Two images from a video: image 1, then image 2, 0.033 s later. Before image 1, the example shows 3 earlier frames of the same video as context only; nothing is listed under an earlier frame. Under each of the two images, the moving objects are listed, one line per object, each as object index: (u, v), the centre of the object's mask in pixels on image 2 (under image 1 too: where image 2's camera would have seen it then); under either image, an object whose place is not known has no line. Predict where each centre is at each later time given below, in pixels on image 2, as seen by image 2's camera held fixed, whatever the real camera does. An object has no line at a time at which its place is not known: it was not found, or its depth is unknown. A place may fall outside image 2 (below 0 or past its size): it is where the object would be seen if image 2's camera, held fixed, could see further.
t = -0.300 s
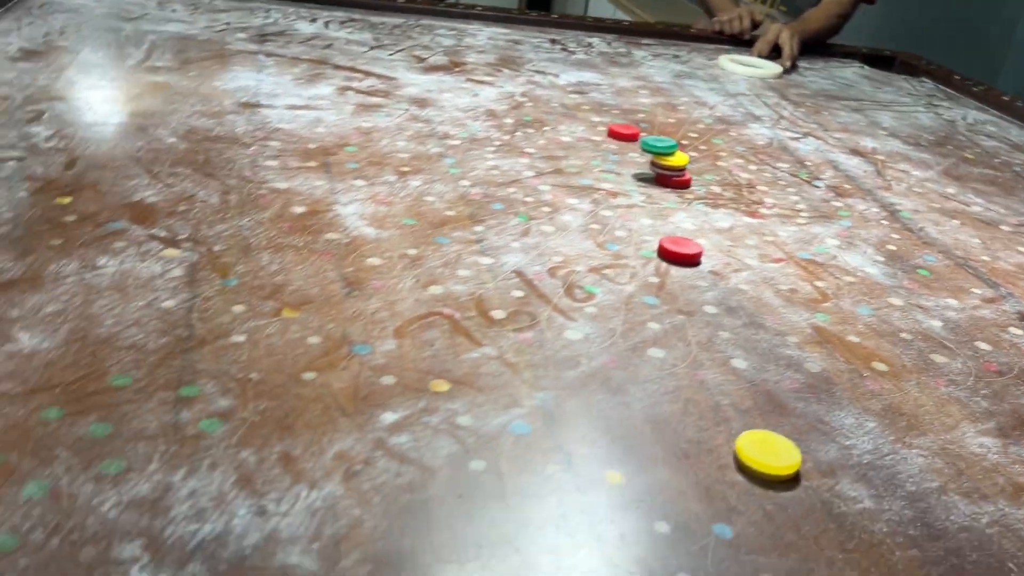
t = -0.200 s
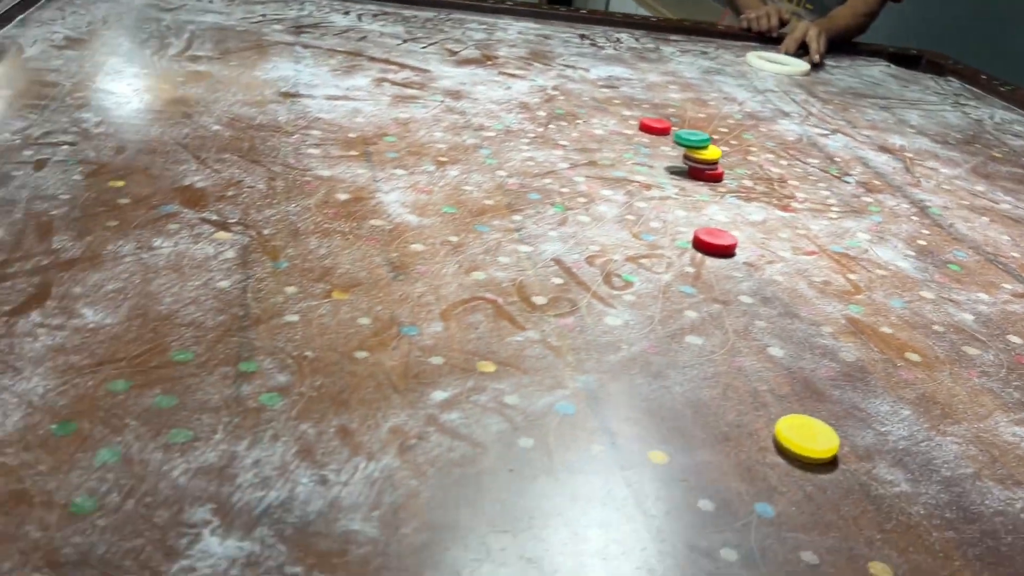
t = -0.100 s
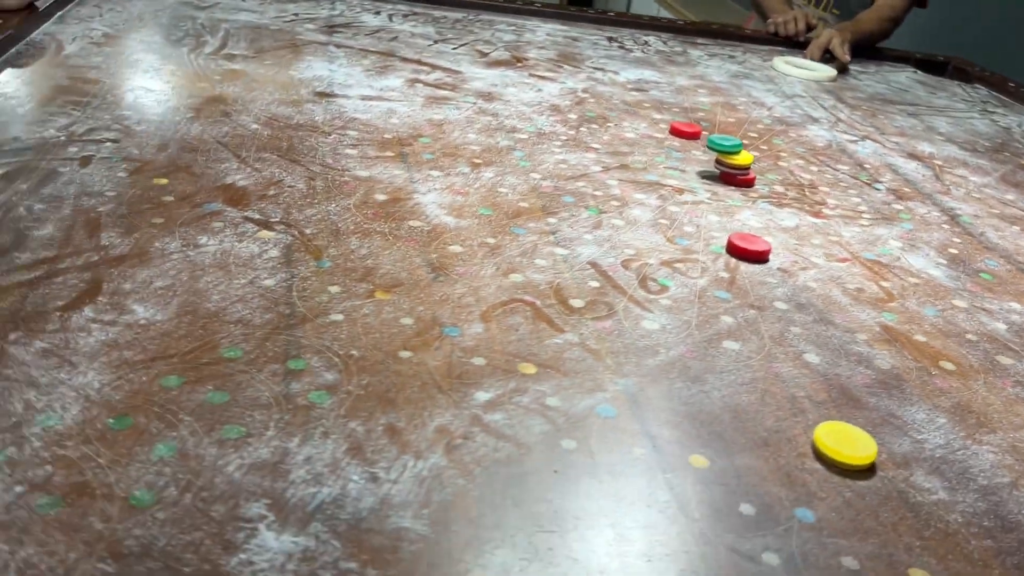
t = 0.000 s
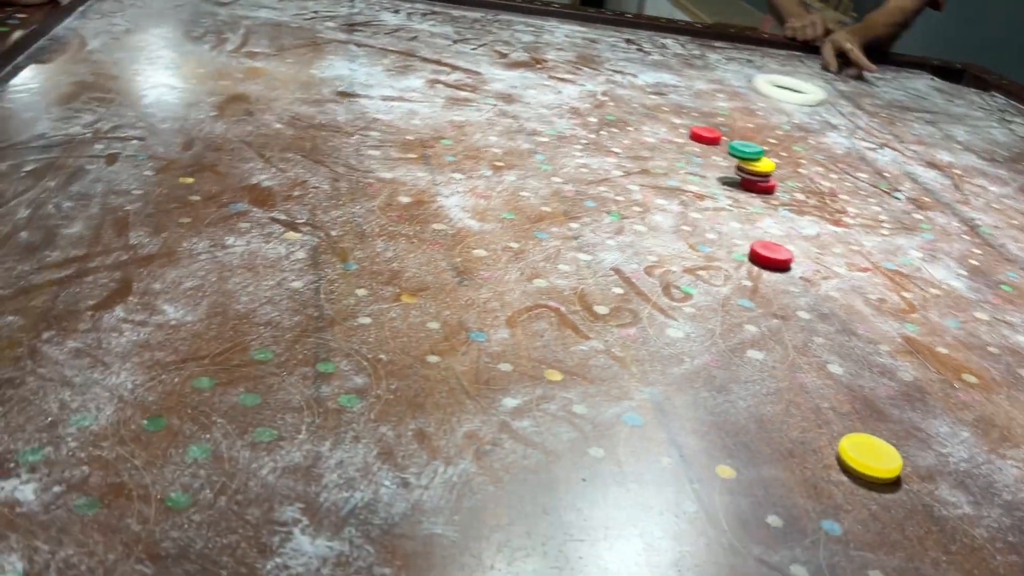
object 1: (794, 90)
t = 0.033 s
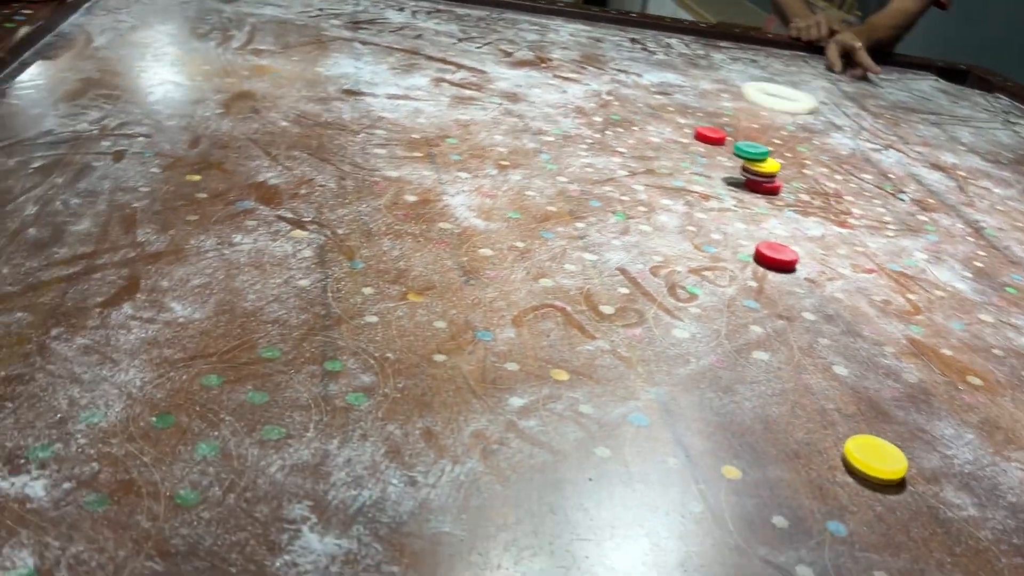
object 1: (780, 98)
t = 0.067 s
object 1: (756, 110)
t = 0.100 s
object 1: (748, 114)
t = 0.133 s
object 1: (731, 121)
